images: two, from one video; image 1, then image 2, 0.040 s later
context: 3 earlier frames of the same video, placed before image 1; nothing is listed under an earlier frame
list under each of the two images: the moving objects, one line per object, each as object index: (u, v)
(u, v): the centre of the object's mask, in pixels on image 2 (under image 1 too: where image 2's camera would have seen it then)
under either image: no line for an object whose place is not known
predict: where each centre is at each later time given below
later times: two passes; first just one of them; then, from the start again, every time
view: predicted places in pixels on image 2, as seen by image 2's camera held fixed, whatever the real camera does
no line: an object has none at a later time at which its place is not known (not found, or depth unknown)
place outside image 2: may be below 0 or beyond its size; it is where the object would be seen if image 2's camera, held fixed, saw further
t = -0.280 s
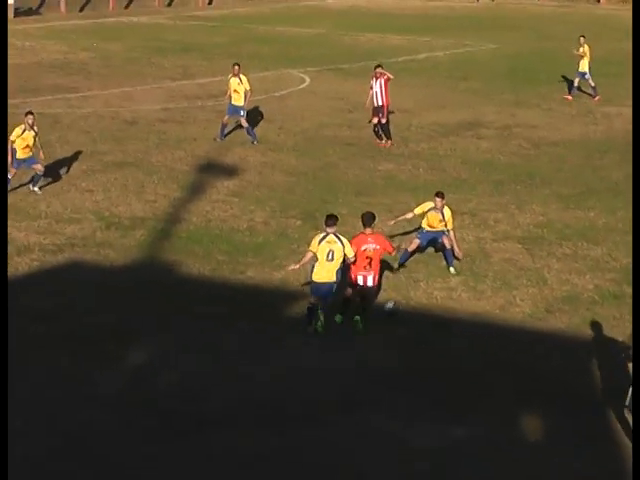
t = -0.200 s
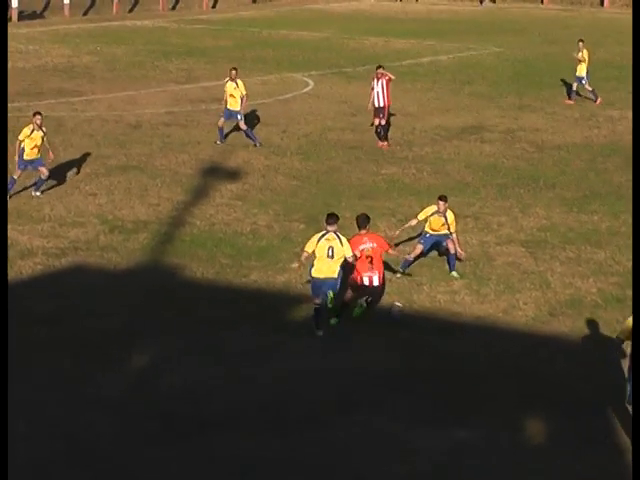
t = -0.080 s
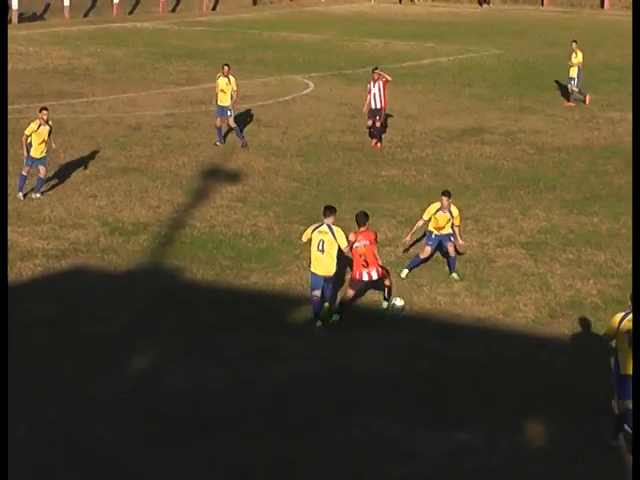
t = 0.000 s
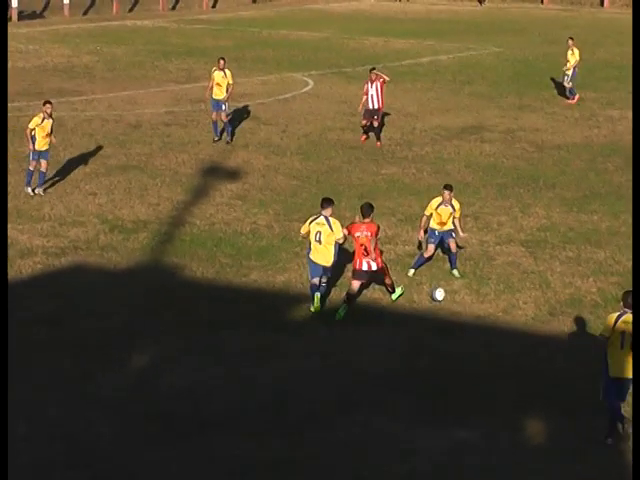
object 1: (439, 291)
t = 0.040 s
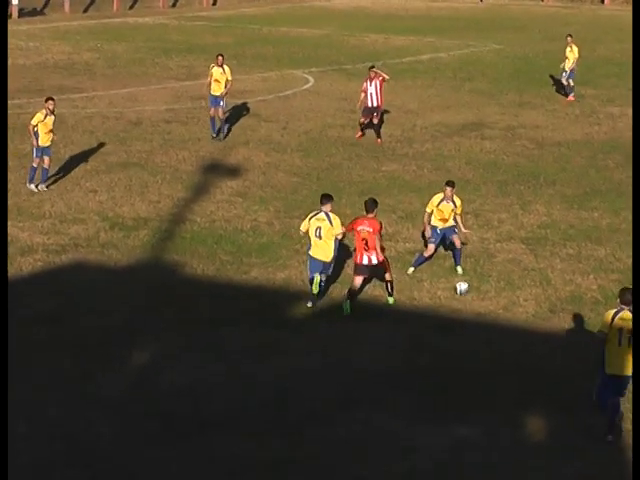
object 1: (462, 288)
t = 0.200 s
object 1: (545, 275)
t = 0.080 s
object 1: (484, 285)
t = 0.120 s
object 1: (505, 281)
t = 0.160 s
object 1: (524, 277)
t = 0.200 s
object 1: (545, 275)
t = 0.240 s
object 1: (567, 274)
